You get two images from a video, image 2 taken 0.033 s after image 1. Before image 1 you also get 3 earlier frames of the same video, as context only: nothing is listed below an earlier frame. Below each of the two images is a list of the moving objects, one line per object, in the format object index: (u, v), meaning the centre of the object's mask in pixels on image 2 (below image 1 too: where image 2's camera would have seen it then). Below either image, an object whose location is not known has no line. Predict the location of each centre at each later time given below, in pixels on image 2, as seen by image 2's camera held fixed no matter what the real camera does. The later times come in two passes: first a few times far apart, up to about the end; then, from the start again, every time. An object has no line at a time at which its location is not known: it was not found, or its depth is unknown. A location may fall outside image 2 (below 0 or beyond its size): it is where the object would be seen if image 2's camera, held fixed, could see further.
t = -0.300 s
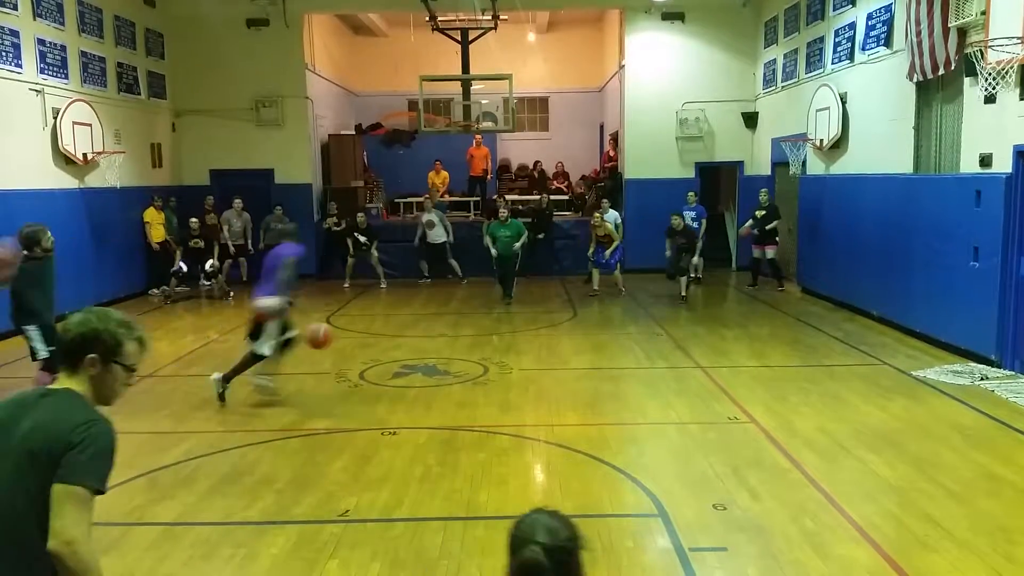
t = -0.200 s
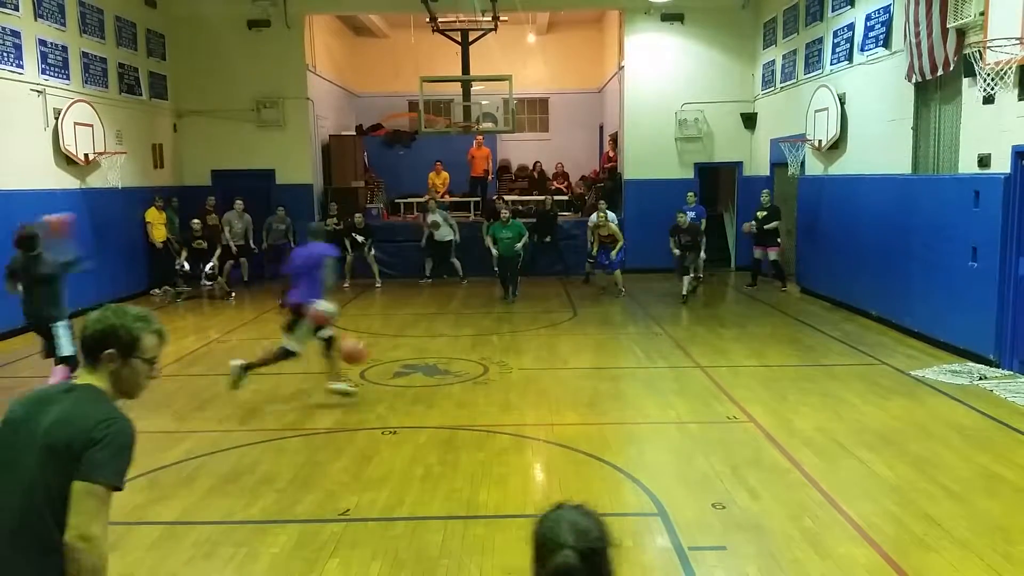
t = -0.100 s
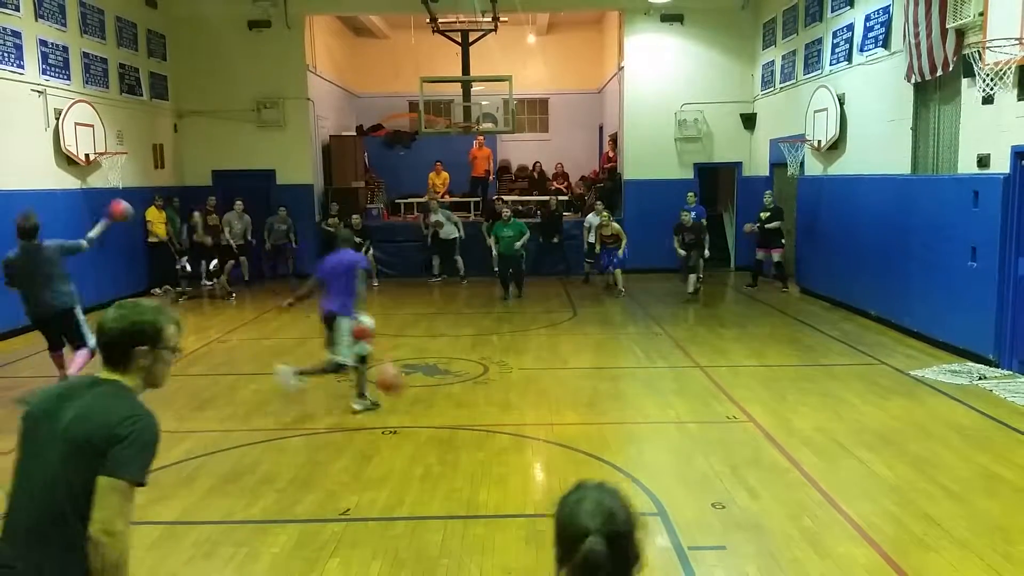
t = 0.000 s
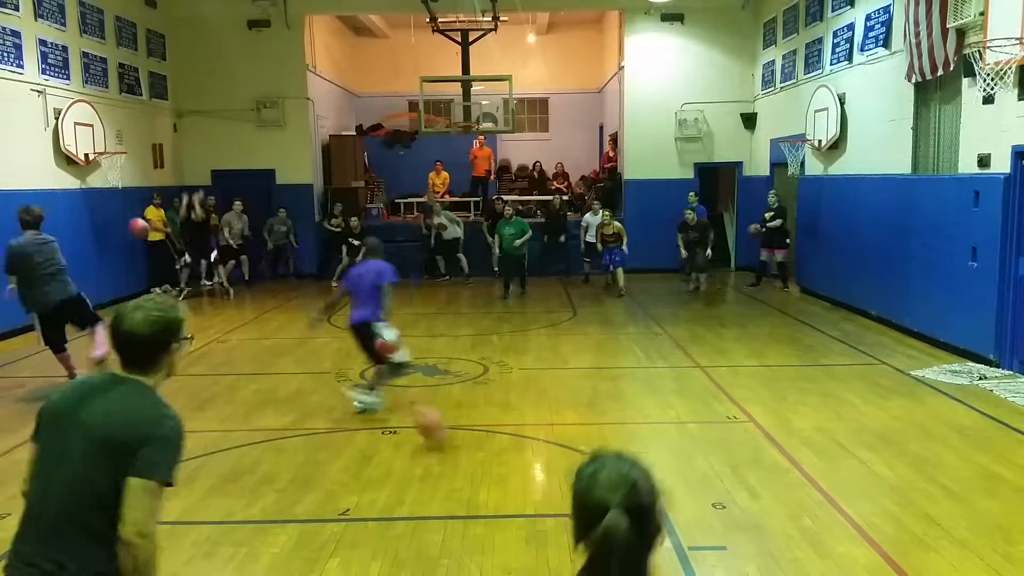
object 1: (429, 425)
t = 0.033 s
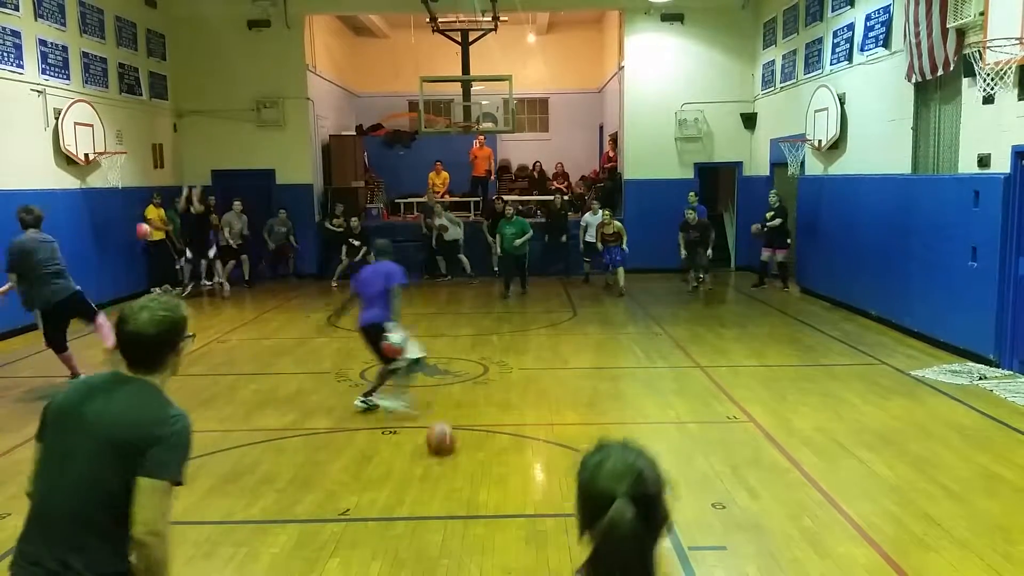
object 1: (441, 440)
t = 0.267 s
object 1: (458, 420)
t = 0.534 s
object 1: (486, 506)
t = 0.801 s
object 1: (510, 539)
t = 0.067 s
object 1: (443, 434)
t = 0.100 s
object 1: (444, 429)
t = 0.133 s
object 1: (447, 424)
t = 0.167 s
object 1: (451, 421)
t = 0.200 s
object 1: (452, 419)
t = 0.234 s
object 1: (455, 419)
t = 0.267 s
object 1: (458, 420)
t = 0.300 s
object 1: (460, 422)
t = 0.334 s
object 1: (464, 428)
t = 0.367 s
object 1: (468, 435)
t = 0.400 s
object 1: (472, 444)
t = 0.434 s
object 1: (475, 455)
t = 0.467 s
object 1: (478, 467)
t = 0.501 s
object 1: (481, 483)
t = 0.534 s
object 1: (486, 506)
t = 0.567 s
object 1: (493, 534)
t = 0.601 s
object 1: (496, 545)
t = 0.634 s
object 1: (498, 538)
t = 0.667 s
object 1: (500, 534)
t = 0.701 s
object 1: (502, 533)
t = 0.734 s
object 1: (504, 533)
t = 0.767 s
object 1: (507, 536)
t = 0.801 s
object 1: (510, 539)
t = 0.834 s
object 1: (511, 547)
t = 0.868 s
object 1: (516, 555)
